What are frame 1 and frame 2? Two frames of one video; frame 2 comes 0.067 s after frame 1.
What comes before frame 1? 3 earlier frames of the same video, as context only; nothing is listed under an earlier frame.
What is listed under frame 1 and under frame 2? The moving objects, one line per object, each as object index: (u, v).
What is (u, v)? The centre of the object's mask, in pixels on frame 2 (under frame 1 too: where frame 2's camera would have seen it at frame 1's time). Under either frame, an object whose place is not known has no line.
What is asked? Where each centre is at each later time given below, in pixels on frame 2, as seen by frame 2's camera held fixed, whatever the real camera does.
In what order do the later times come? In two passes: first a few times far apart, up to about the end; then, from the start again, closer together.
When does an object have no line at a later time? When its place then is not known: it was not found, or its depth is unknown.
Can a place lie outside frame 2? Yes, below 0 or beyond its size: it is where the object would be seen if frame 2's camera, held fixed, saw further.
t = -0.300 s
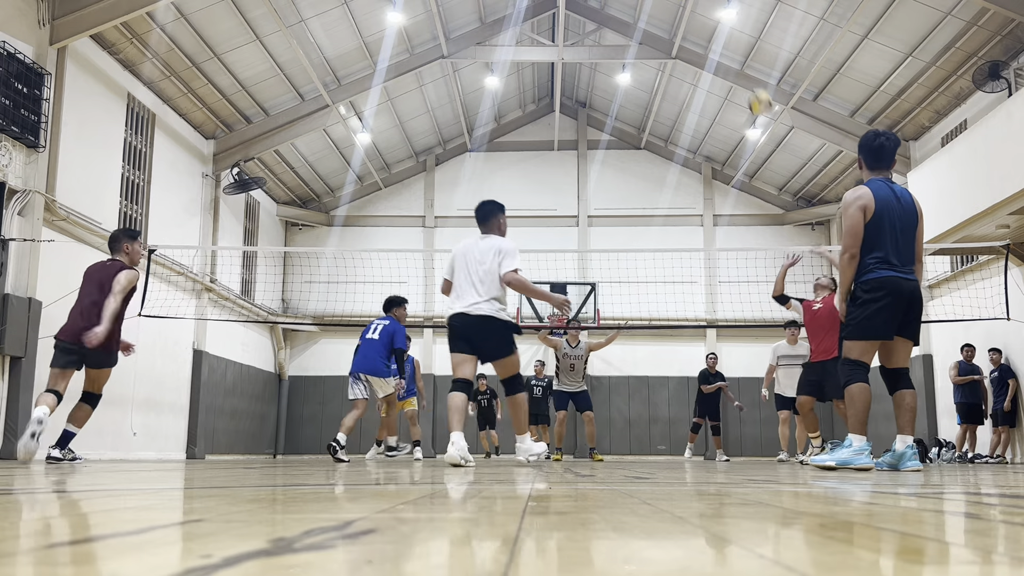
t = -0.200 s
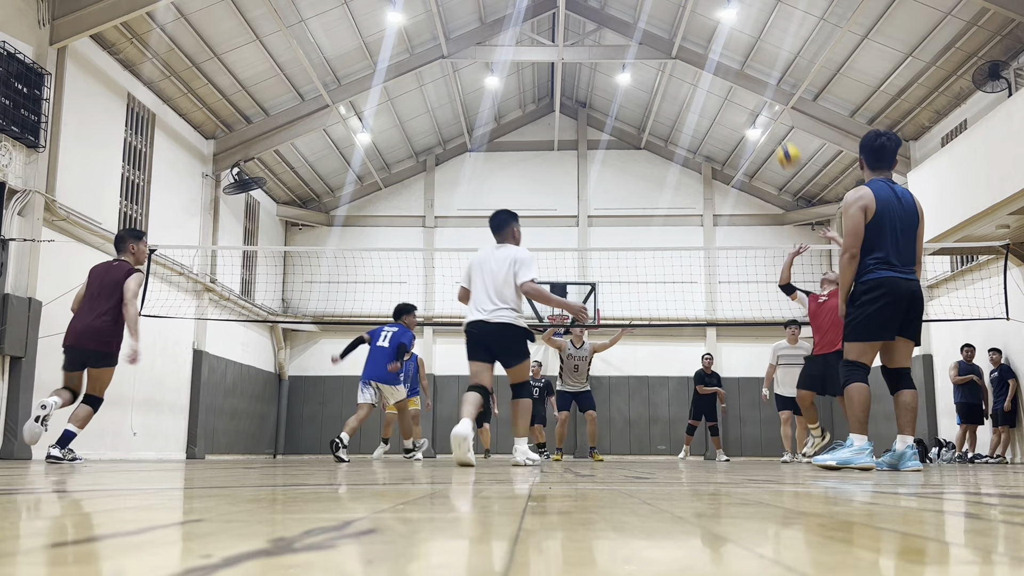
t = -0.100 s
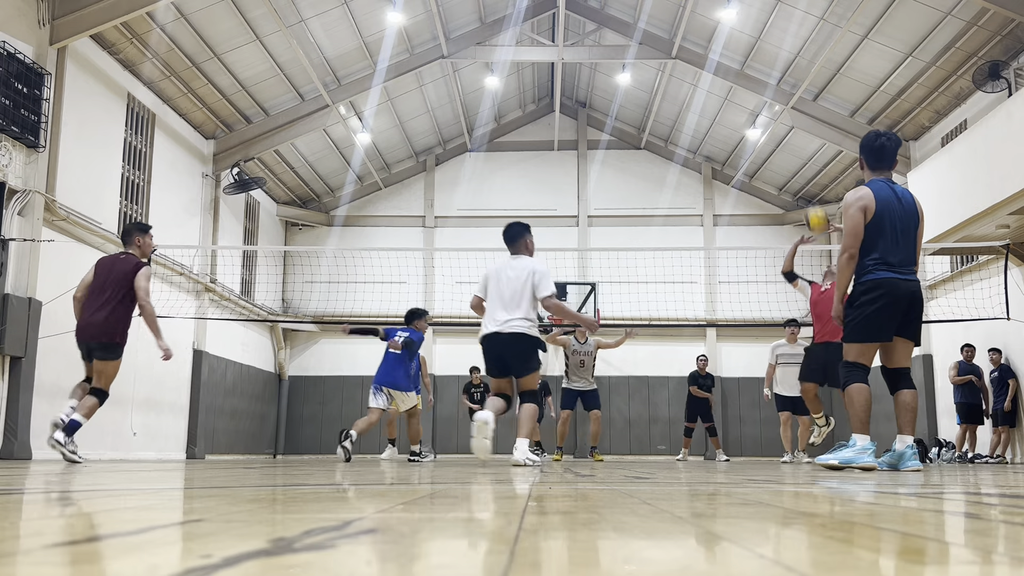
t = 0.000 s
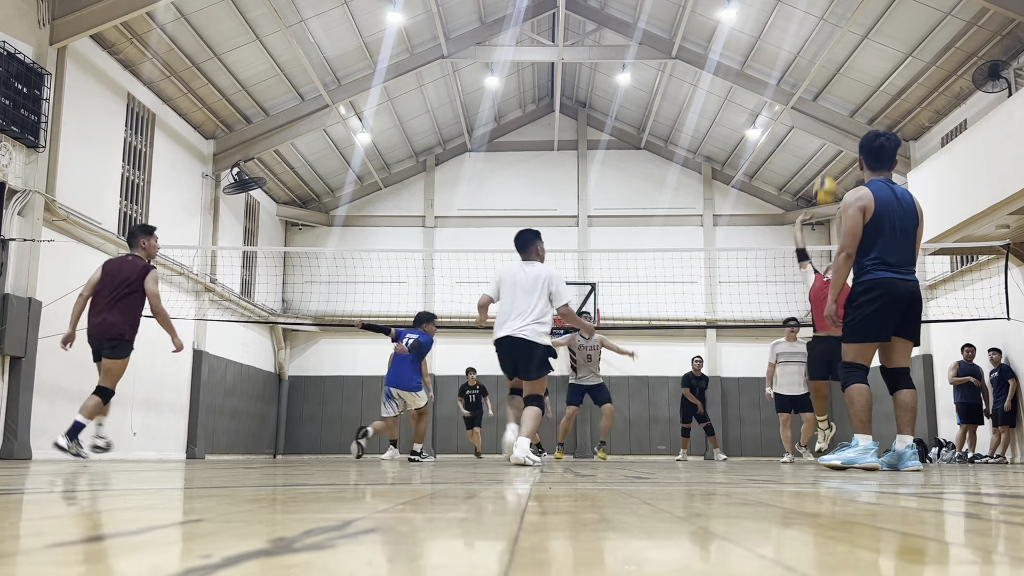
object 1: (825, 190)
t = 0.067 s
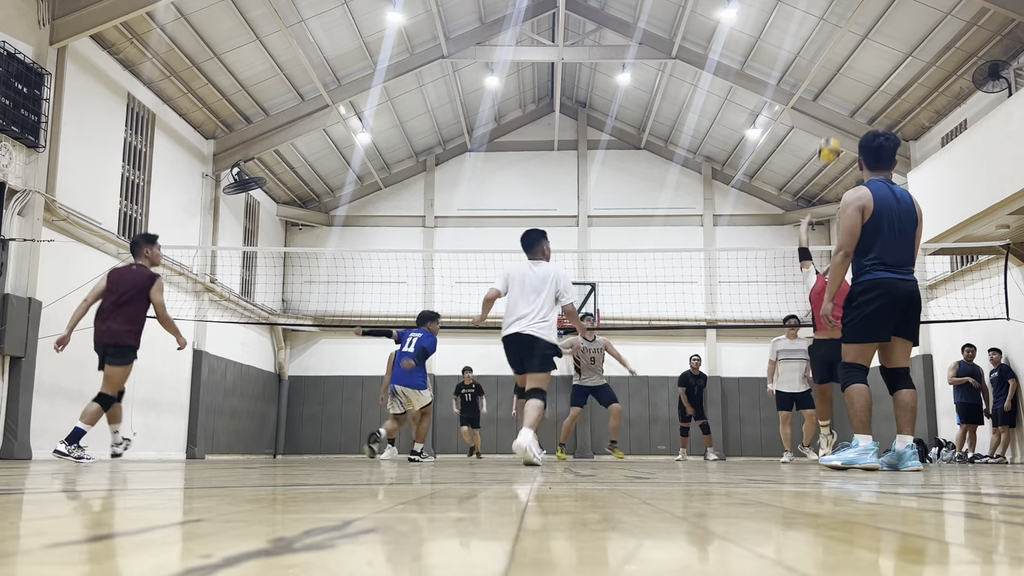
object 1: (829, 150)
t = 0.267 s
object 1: (841, 64)
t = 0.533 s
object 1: (861, 15)
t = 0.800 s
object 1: (883, 33)
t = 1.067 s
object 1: (907, 111)
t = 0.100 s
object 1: (832, 132)
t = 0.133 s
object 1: (834, 117)
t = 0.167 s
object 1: (835, 102)
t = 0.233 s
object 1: (839, 76)
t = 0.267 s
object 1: (841, 64)
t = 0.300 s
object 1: (844, 54)
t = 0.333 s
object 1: (846, 45)
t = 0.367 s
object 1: (849, 37)
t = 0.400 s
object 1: (851, 31)
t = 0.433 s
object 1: (854, 26)
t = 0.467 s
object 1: (856, 21)
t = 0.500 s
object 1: (859, 17)
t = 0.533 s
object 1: (861, 15)
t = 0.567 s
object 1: (864, 14)
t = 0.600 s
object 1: (866, 14)
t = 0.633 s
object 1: (869, 15)
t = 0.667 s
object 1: (872, 16)
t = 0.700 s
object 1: (874, 19)
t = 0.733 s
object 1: (877, 23)
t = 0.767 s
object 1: (880, 27)
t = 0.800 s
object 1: (883, 33)
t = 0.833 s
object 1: (886, 40)
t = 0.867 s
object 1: (889, 47)
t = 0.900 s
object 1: (892, 56)
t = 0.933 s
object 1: (895, 65)
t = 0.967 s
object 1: (898, 76)
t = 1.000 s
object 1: (901, 87)
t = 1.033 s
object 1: (904, 99)
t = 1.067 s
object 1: (907, 111)
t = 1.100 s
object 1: (910, 127)
